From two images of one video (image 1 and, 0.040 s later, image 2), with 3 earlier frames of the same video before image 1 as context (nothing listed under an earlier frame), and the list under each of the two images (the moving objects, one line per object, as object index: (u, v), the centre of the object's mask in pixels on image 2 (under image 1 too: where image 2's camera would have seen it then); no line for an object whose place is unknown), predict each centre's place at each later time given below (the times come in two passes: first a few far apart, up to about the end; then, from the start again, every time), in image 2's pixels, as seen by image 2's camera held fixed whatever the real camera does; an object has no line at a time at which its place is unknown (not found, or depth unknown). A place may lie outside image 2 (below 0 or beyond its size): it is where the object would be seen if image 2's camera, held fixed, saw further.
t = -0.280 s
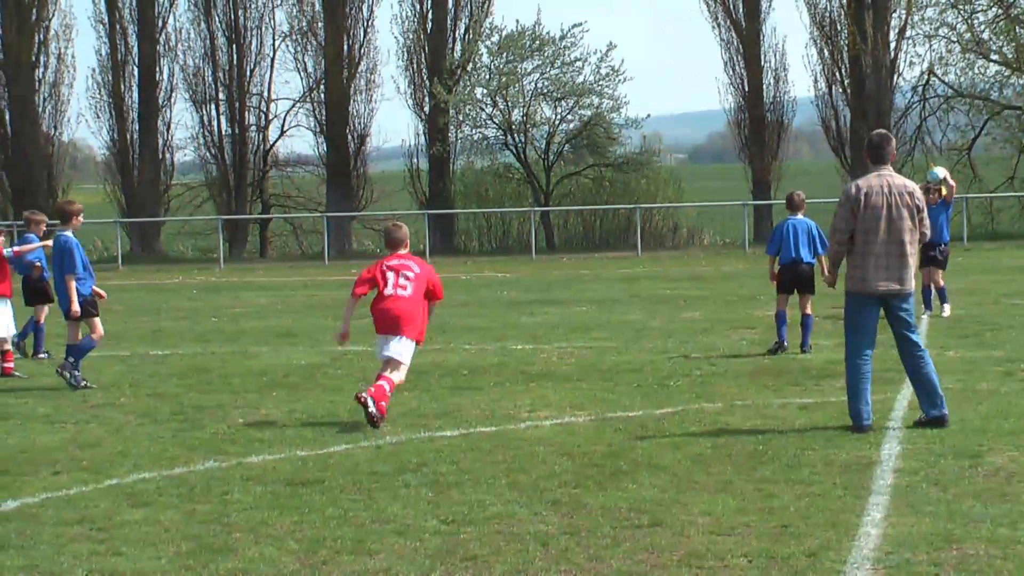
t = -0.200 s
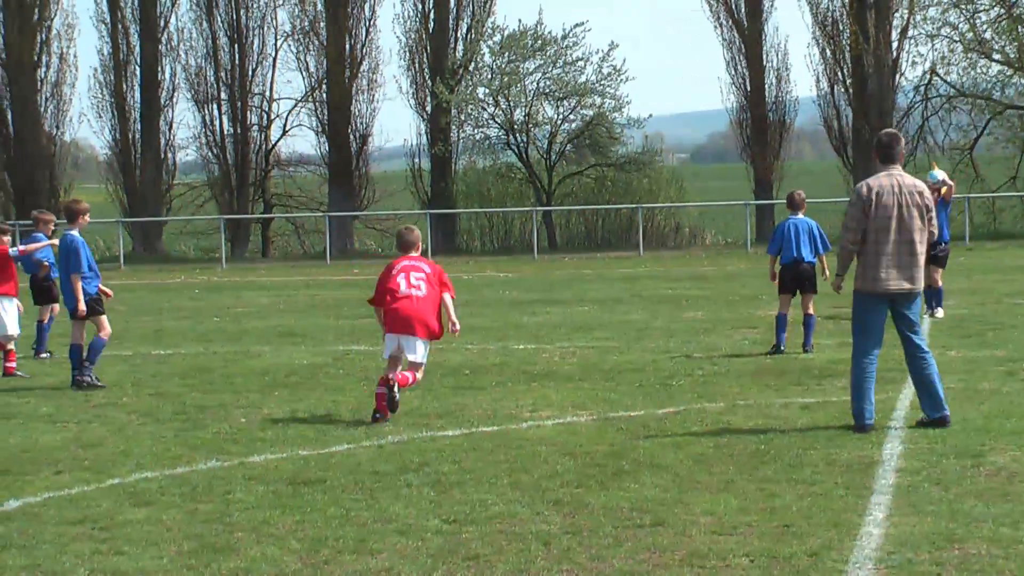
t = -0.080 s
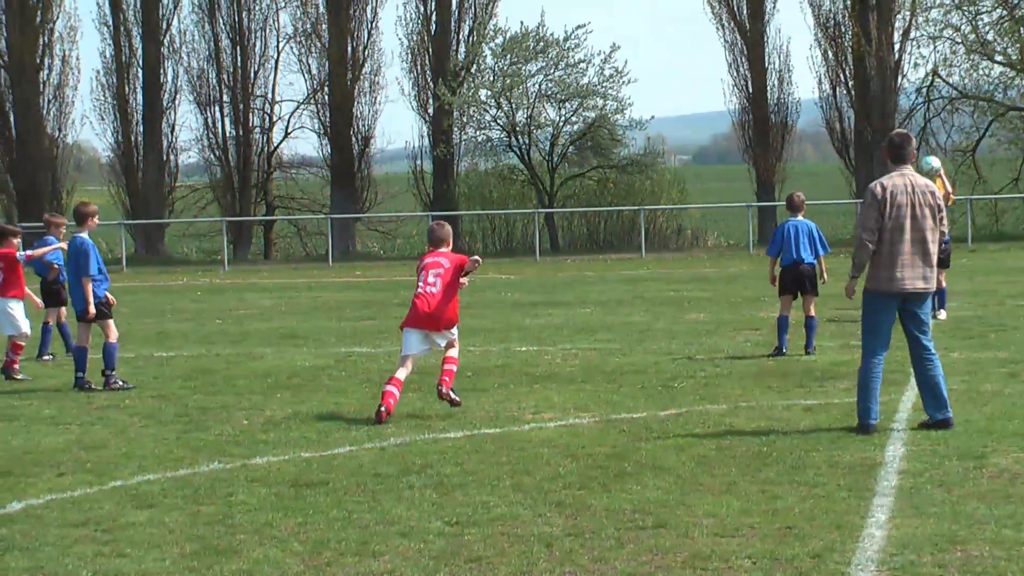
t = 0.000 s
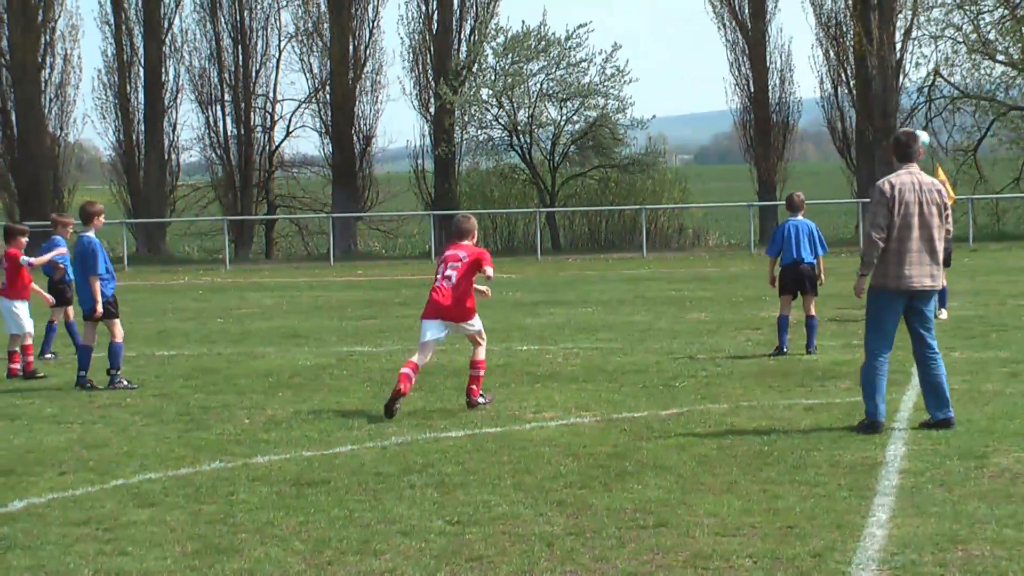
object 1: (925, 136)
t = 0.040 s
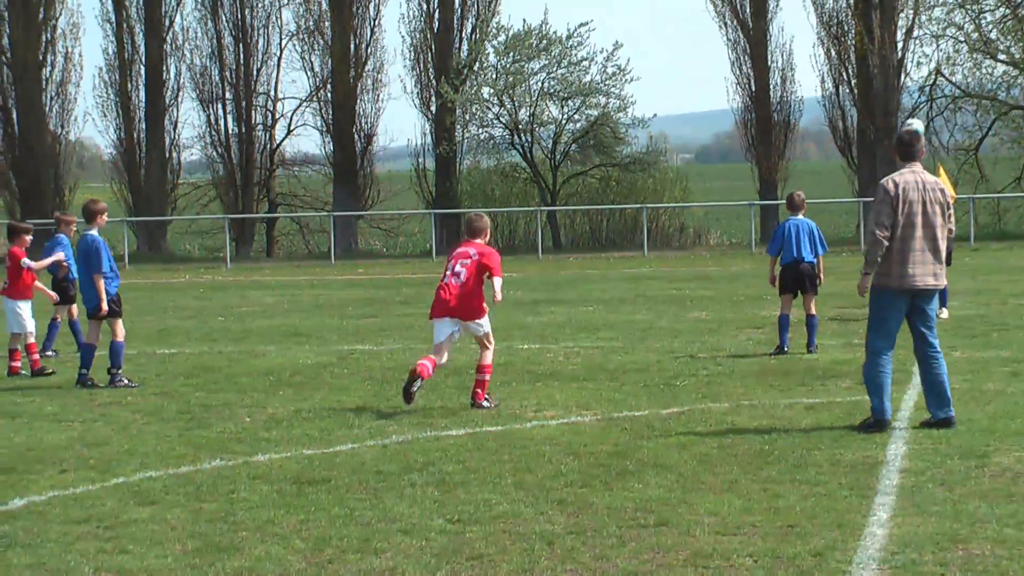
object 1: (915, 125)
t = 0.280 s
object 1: (872, 95)
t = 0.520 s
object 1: (829, 120)
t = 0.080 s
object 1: (906, 119)
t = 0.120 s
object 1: (899, 112)
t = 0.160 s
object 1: (892, 105)
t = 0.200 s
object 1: (886, 100)
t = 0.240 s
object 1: (879, 97)
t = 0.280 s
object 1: (872, 95)
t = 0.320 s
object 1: (865, 95)
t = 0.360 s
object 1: (855, 96)
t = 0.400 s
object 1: (851, 100)
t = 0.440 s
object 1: (844, 104)
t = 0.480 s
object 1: (836, 111)
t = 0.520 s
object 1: (829, 120)
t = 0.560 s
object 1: (822, 128)
